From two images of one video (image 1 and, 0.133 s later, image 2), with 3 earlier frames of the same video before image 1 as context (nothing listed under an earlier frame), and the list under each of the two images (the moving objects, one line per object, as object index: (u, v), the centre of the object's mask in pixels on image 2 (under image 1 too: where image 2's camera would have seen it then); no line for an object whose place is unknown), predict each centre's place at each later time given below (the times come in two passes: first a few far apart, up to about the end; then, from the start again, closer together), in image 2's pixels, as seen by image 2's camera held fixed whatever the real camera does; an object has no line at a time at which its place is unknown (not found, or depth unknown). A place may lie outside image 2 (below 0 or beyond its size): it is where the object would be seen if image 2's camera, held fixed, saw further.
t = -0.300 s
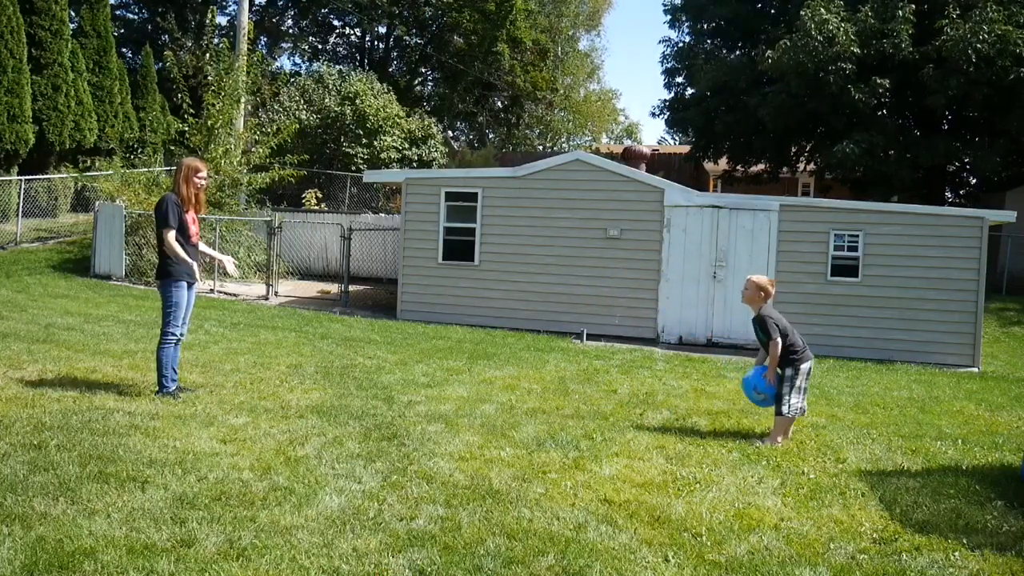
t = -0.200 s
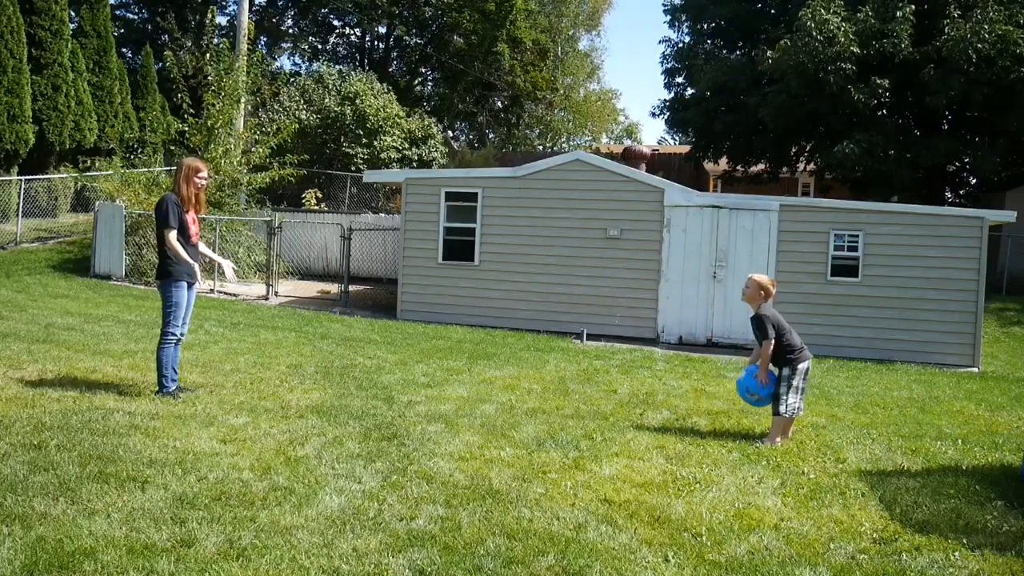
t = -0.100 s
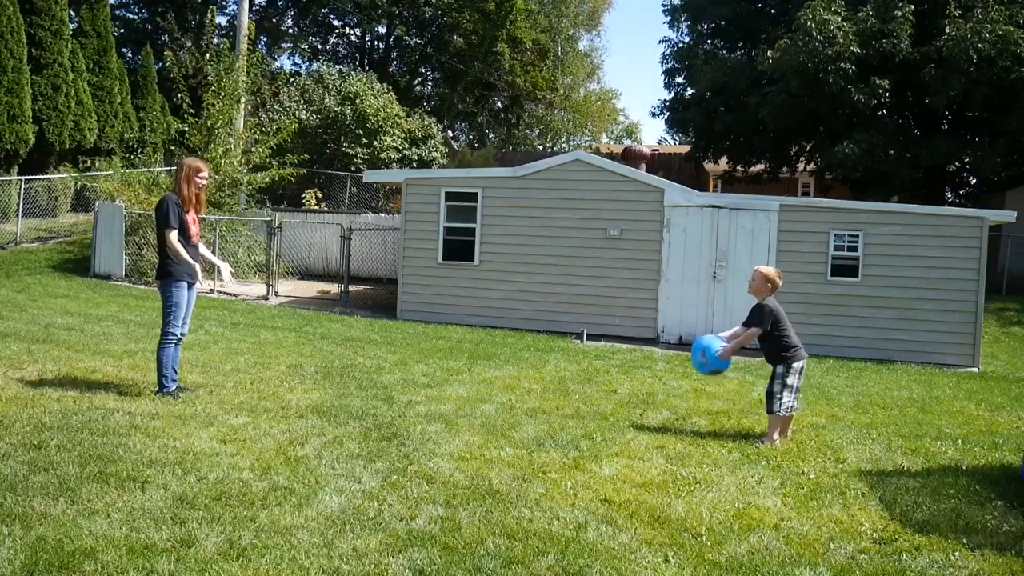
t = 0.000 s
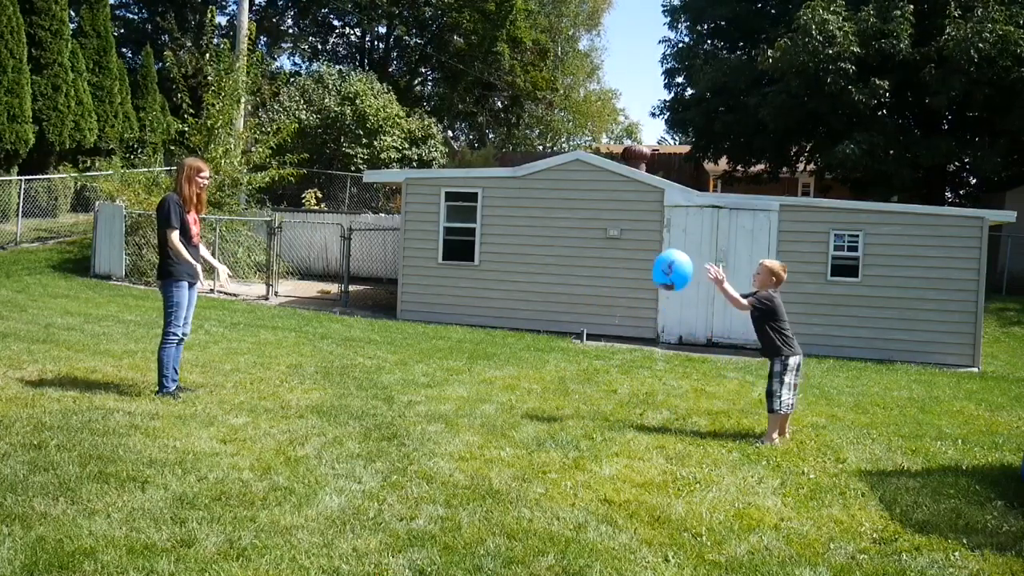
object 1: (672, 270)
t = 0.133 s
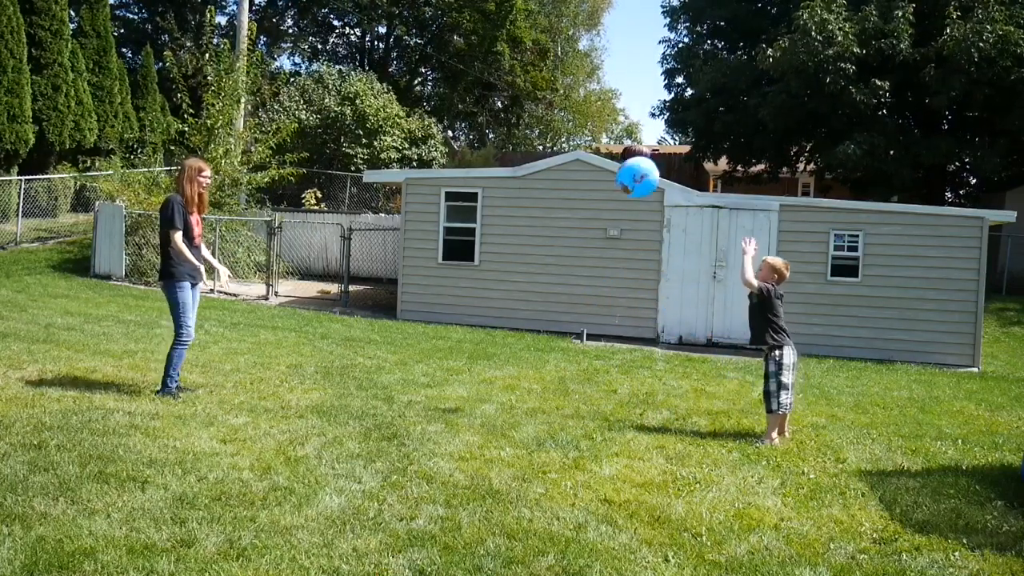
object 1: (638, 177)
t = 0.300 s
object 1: (607, 100)
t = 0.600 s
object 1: (551, 49)
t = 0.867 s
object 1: (496, 99)
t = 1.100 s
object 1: (446, 212)
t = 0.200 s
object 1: (625, 142)
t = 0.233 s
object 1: (619, 127)
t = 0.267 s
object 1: (613, 113)
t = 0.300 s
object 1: (607, 100)
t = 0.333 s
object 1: (601, 89)
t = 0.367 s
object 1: (595, 80)
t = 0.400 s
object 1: (589, 71)
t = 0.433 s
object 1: (583, 64)
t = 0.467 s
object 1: (577, 58)
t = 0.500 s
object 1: (571, 54)
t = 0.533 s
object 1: (564, 51)
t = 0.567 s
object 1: (558, 49)
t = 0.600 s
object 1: (551, 49)
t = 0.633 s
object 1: (544, 50)
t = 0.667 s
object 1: (537, 53)
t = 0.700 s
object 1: (530, 57)
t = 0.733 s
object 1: (523, 63)
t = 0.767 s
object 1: (516, 70)
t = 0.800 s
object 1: (509, 78)
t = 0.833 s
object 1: (503, 88)
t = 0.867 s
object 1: (496, 99)
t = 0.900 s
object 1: (489, 111)
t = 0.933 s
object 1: (482, 125)
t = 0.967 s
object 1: (475, 139)
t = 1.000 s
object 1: (468, 156)
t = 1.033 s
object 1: (461, 173)
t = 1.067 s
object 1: (454, 192)
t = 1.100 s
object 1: (446, 212)
